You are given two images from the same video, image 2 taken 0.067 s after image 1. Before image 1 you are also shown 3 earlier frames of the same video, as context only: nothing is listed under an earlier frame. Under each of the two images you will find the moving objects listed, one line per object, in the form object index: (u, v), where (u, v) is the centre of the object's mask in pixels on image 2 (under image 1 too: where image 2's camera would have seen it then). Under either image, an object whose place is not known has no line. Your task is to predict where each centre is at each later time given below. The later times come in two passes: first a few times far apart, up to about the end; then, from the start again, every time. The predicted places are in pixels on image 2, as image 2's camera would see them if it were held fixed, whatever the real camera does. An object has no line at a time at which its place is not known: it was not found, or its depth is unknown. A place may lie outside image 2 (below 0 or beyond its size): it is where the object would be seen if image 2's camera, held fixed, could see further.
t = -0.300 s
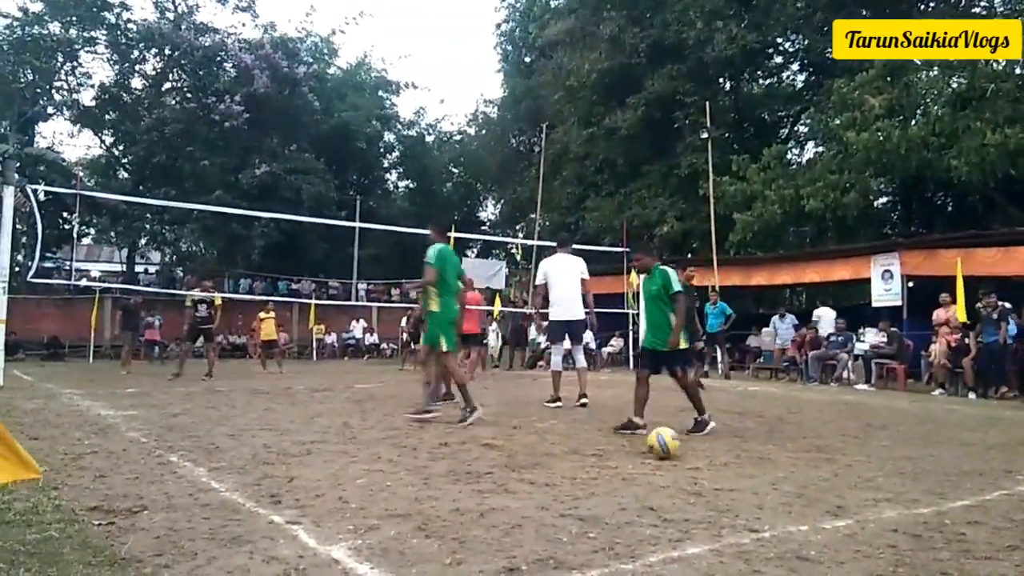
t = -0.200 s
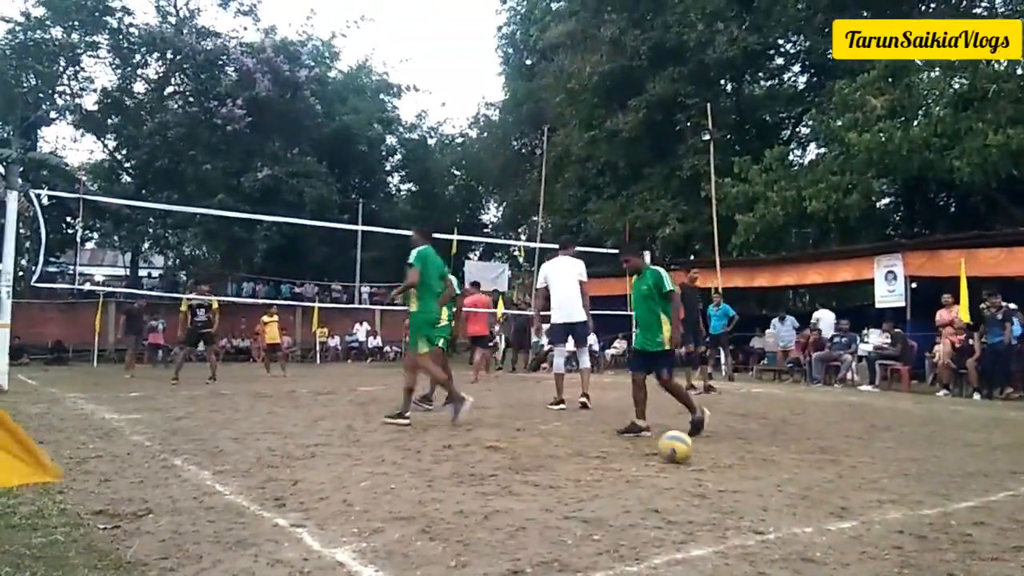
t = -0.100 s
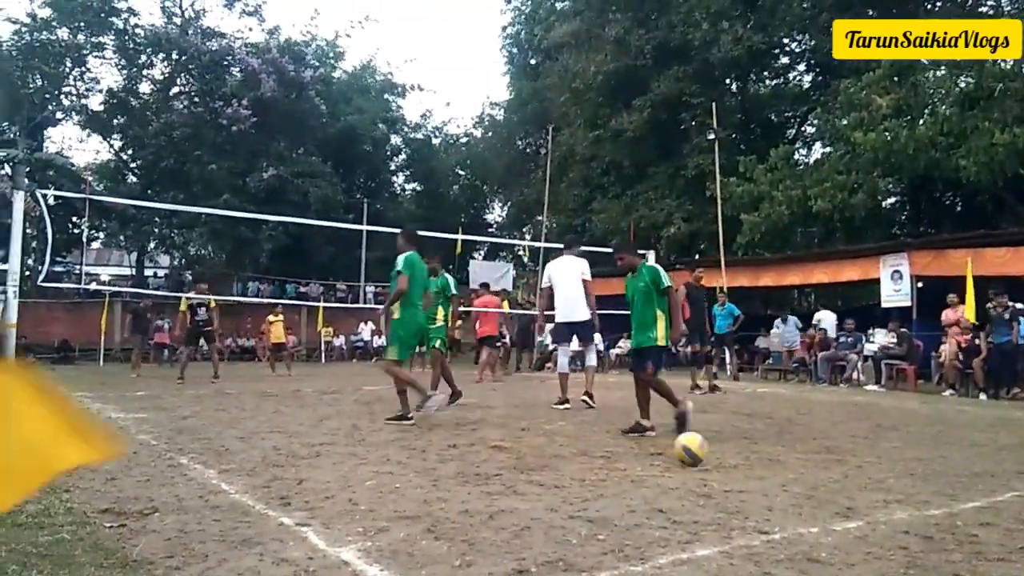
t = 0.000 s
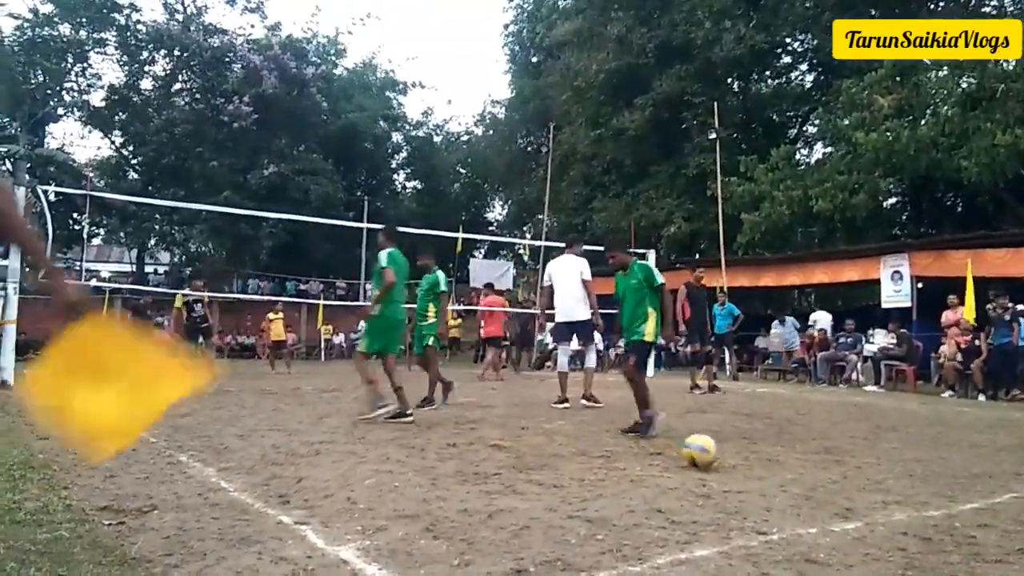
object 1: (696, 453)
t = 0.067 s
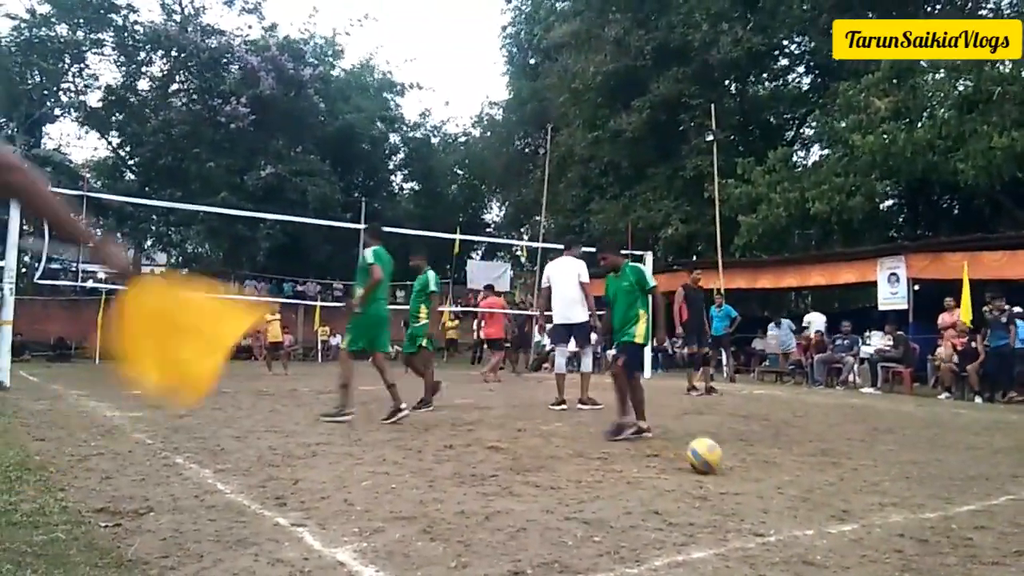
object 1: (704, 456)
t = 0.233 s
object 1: (722, 460)
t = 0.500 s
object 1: (754, 467)
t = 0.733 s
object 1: (782, 472)
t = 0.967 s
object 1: (816, 480)
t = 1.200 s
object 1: (850, 488)
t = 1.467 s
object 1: (897, 496)
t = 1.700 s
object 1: (940, 502)
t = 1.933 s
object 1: (973, 506)
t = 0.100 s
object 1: (709, 457)
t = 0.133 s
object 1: (711, 457)
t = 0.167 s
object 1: (714, 458)
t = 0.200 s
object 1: (719, 458)
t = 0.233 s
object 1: (722, 460)
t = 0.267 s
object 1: (726, 460)
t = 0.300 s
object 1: (730, 461)
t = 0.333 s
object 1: (733, 462)
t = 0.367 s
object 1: (738, 463)
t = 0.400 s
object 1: (742, 463)
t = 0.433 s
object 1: (746, 465)
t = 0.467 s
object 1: (750, 465)
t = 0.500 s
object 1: (754, 467)
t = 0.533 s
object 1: (756, 468)
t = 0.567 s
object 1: (761, 468)
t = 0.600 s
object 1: (766, 470)
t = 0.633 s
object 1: (770, 470)
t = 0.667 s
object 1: (774, 471)
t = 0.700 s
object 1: (778, 471)
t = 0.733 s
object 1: (782, 472)
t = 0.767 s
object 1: (787, 473)
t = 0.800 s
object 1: (793, 475)
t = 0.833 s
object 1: (797, 476)
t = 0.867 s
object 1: (801, 476)
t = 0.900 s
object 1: (806, 477)
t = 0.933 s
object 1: (810, 478)
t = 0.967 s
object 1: (816, 480)
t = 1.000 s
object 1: (819, 480)
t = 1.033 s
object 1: (825, 482)
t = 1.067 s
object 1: (829, 482)
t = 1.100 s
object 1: (834, 483)
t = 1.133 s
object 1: (839, 485)
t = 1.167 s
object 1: (844, 487)
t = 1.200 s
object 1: (850, 488)
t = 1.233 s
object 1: (854, 490)
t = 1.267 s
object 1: (860, 491)
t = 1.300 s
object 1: (866, 492)
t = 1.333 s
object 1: (872, 493)
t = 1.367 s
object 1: (879, 494)
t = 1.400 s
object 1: (886, 494)
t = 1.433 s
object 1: (892, 495)
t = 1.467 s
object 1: (897, 496)
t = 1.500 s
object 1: (902, 496)
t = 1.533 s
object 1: (908, 497)
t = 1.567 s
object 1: (914, 499)
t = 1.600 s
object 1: (920, 500)
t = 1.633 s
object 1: (927, 502)
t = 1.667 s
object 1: (934, 503)
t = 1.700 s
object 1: (940, 502)
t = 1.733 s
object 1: (943, 501)
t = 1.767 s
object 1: (948, 501)
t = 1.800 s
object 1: (953, 502)
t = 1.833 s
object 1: (958, 502)
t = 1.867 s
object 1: (963, 503)
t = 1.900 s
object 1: (968, 504)
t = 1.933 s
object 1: (973, 506)
